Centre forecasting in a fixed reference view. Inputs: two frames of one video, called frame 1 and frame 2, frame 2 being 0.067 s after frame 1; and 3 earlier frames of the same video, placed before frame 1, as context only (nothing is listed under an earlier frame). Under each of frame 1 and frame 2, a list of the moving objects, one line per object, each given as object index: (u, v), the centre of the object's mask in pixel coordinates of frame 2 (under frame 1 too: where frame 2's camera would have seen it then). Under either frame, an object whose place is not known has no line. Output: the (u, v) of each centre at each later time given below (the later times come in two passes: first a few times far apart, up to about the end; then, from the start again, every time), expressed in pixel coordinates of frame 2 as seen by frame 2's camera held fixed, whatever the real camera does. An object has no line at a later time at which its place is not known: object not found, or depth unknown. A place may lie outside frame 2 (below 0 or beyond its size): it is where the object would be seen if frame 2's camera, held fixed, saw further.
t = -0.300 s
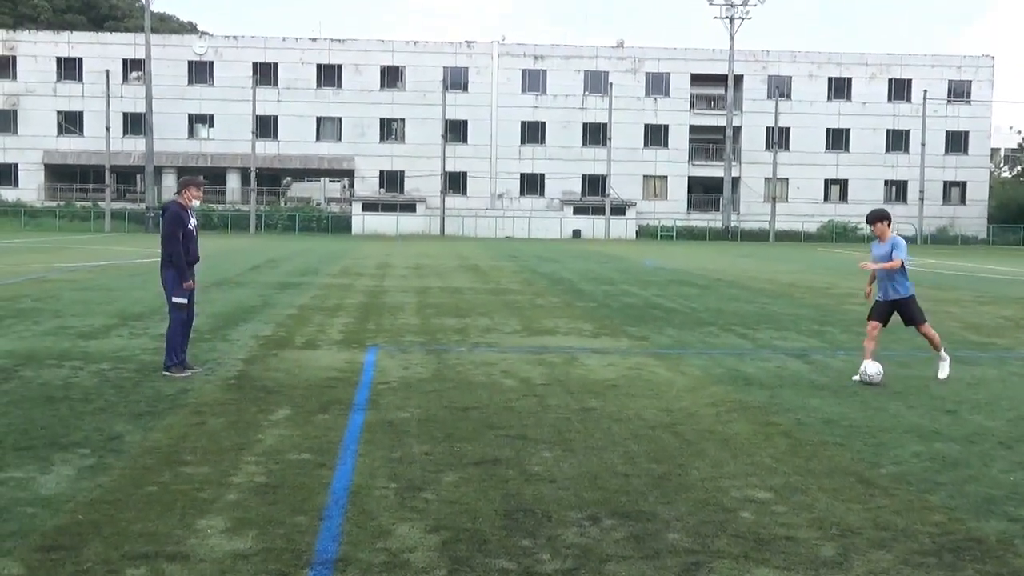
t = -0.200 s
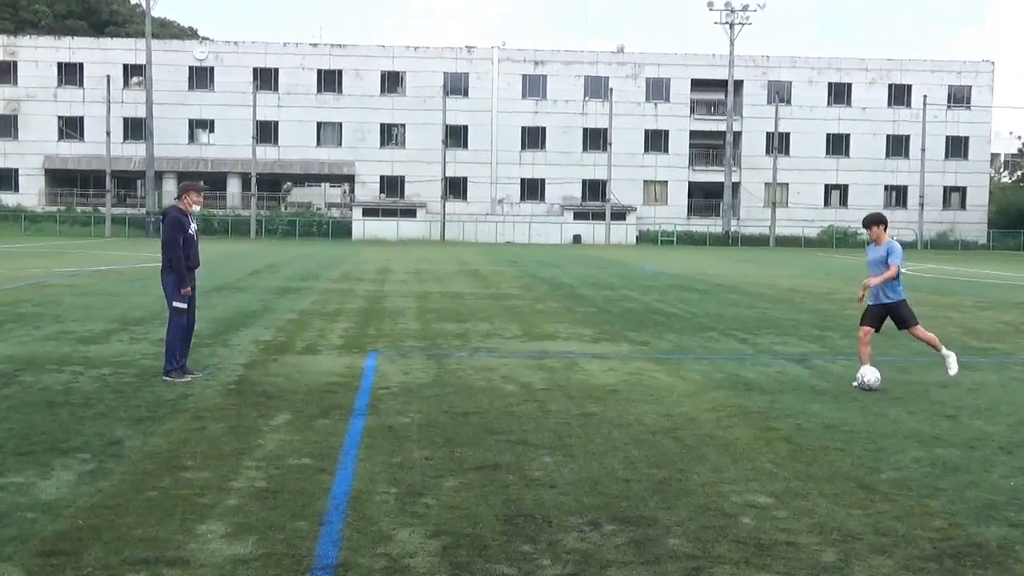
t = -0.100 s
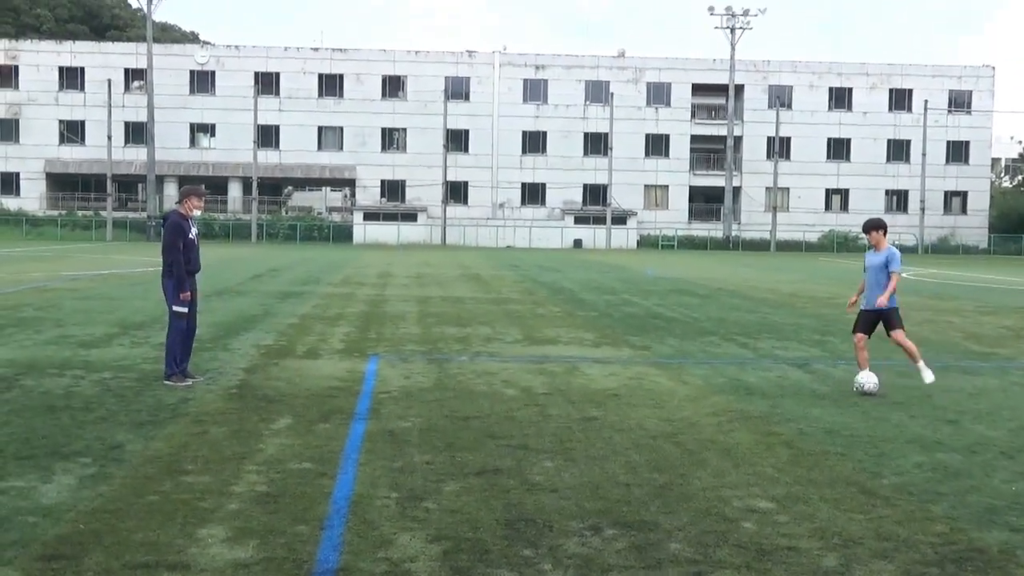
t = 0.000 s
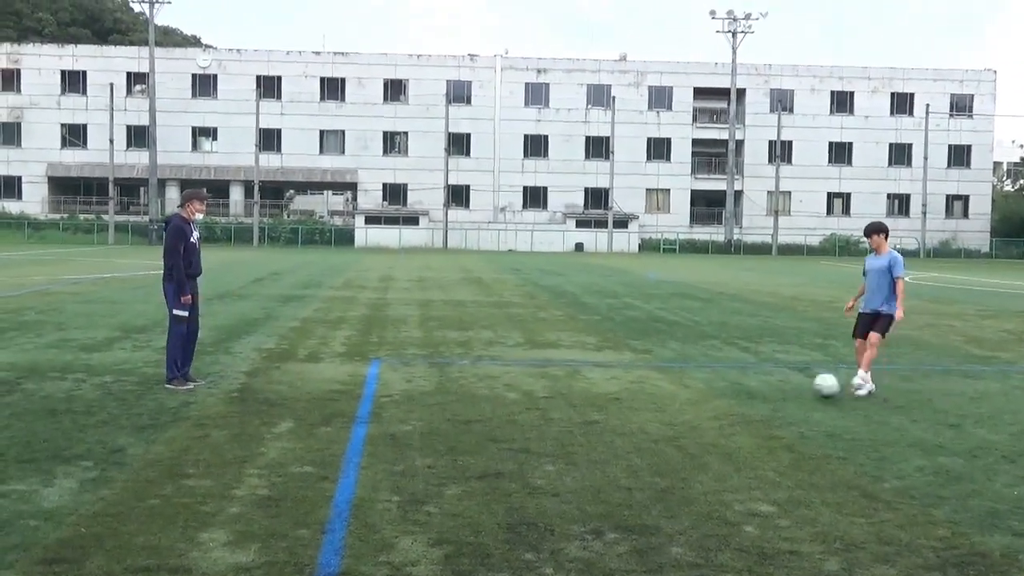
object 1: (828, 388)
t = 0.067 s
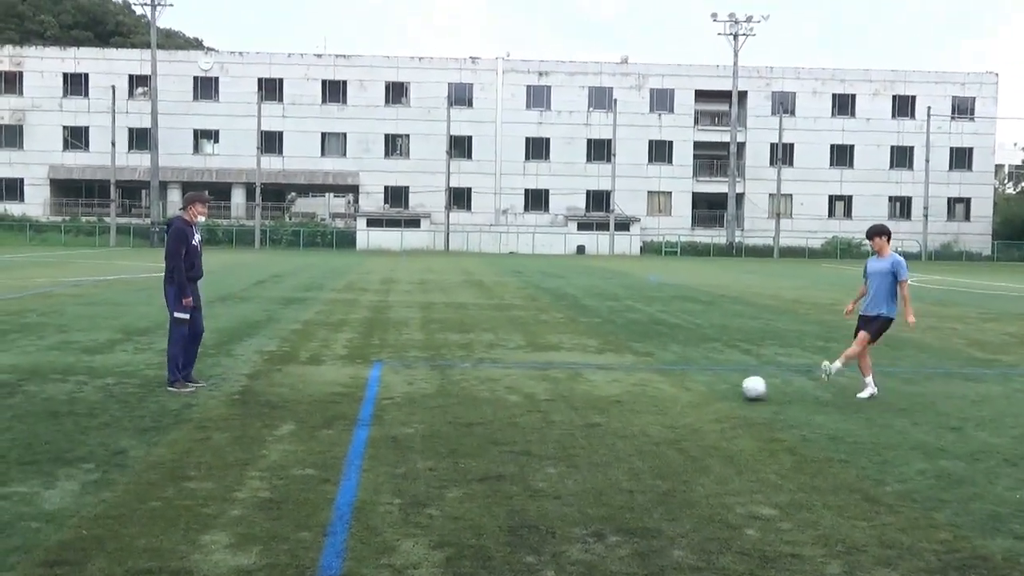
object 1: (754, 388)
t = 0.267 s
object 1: (547, 383)
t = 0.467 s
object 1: (360, 379)
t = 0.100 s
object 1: (718, 386)
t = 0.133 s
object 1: (683, 385)
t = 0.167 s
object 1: (649, 385)
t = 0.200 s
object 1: (614, 384)
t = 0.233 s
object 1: (580, 383)
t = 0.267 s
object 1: (547, 383)
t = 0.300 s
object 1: (515, 382)
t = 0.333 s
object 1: (483, 382)
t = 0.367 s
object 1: (452, 382)
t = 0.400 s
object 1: (421, 380)
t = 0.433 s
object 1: (391, 378)
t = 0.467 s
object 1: (360, 379)
